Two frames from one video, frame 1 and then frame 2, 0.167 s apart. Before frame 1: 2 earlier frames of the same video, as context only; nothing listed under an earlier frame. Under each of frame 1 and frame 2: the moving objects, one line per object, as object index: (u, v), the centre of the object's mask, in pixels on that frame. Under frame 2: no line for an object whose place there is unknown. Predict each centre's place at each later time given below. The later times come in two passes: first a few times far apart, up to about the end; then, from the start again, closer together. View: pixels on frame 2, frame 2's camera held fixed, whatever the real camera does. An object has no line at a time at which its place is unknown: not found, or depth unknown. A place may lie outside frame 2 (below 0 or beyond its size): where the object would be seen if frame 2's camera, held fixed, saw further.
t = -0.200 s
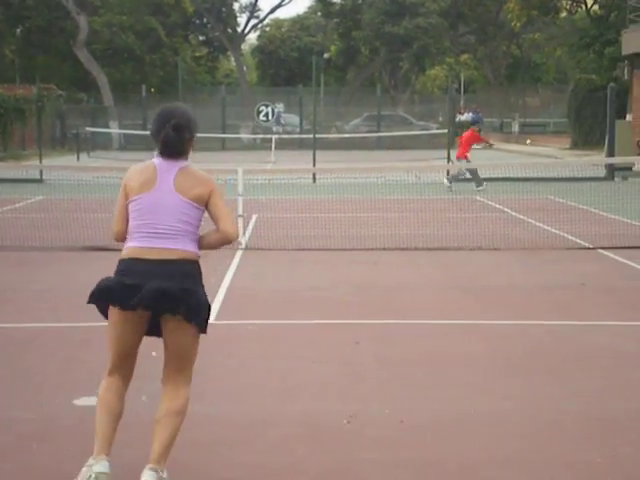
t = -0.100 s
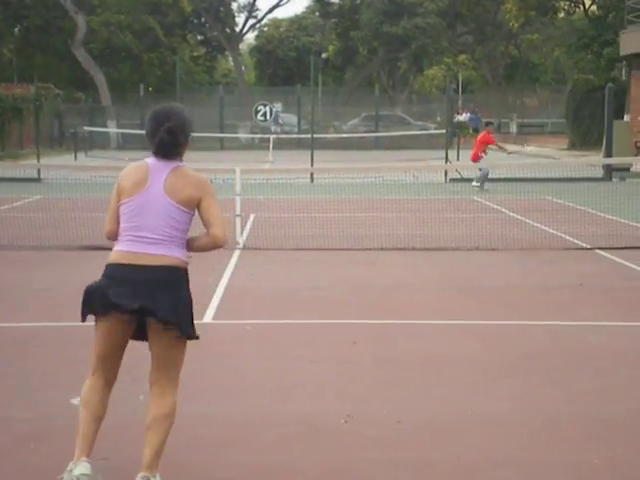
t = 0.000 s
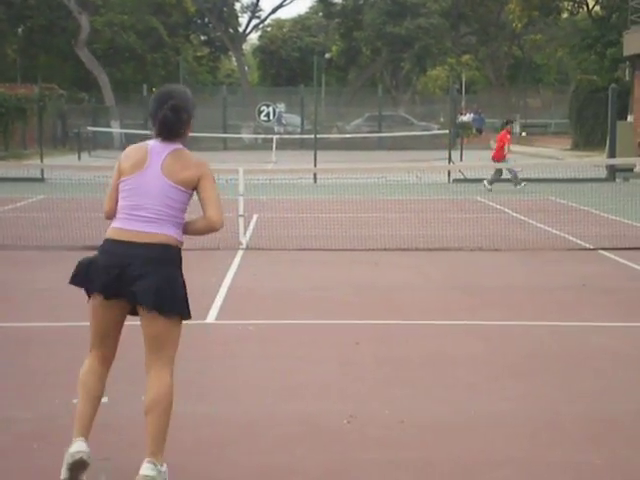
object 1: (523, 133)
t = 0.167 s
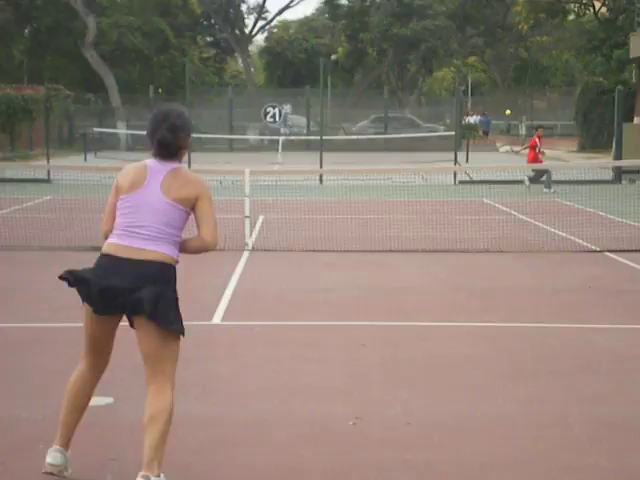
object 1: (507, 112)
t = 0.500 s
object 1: (455, 96)
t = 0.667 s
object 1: (422, 114)
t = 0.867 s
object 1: (372, 170)
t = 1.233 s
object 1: (264, 276)
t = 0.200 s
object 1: (503, 108)
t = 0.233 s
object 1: (497, 105)
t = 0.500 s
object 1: (455, 96)
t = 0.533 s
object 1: (448, 98)
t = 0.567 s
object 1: (442, 101)
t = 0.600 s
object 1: (436, 104)
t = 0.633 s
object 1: (429, 109)
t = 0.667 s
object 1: (422, 114)
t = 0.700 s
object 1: (415, 120)
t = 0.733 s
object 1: (407, 128)
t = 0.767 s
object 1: (399, 137)
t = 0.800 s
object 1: (390, 147)
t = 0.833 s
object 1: (382, 157)
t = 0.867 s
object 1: (372, 170)
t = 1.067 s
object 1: (305, 285)
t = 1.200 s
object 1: (270, 287)
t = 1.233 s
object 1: (264, 276)
